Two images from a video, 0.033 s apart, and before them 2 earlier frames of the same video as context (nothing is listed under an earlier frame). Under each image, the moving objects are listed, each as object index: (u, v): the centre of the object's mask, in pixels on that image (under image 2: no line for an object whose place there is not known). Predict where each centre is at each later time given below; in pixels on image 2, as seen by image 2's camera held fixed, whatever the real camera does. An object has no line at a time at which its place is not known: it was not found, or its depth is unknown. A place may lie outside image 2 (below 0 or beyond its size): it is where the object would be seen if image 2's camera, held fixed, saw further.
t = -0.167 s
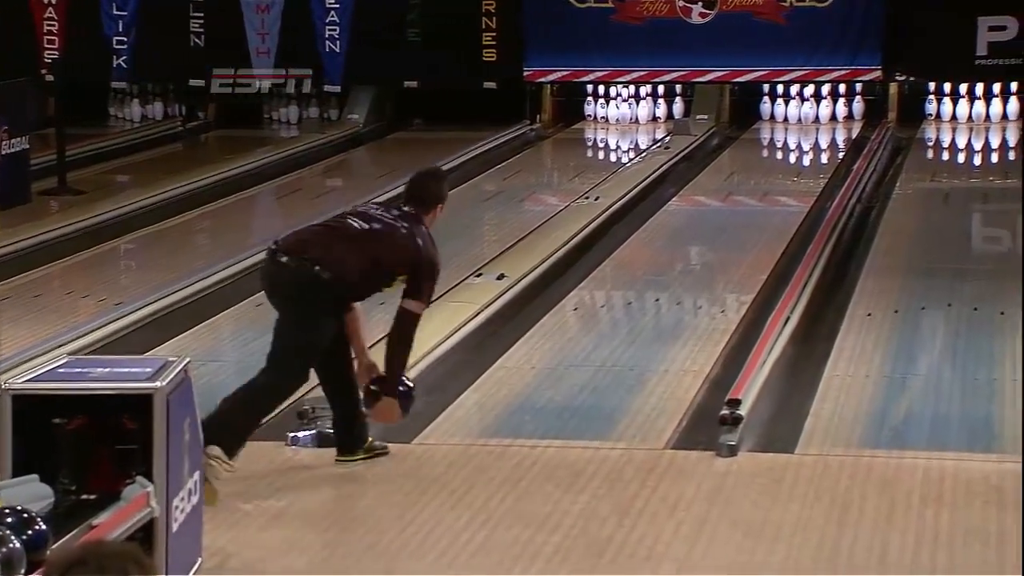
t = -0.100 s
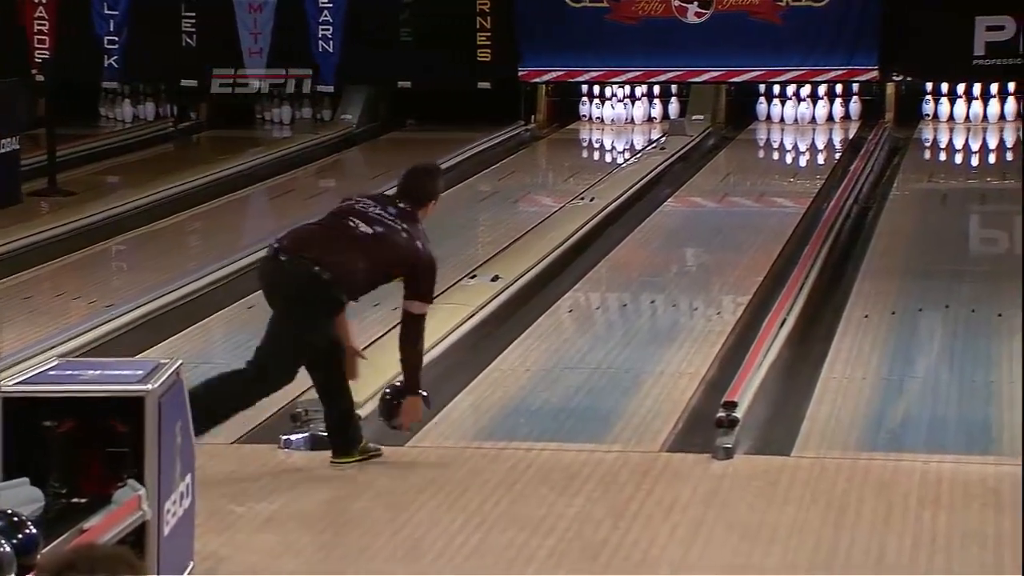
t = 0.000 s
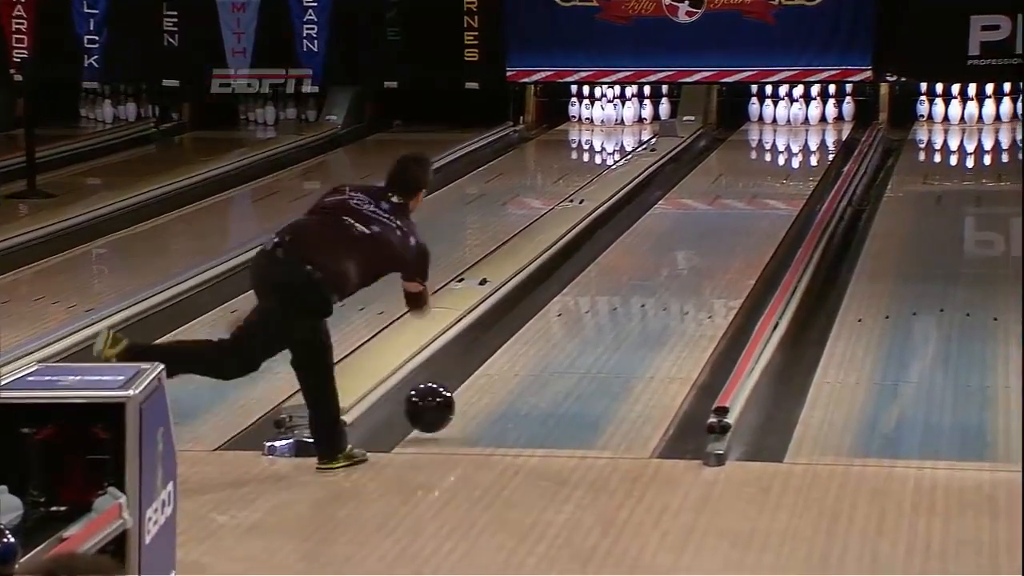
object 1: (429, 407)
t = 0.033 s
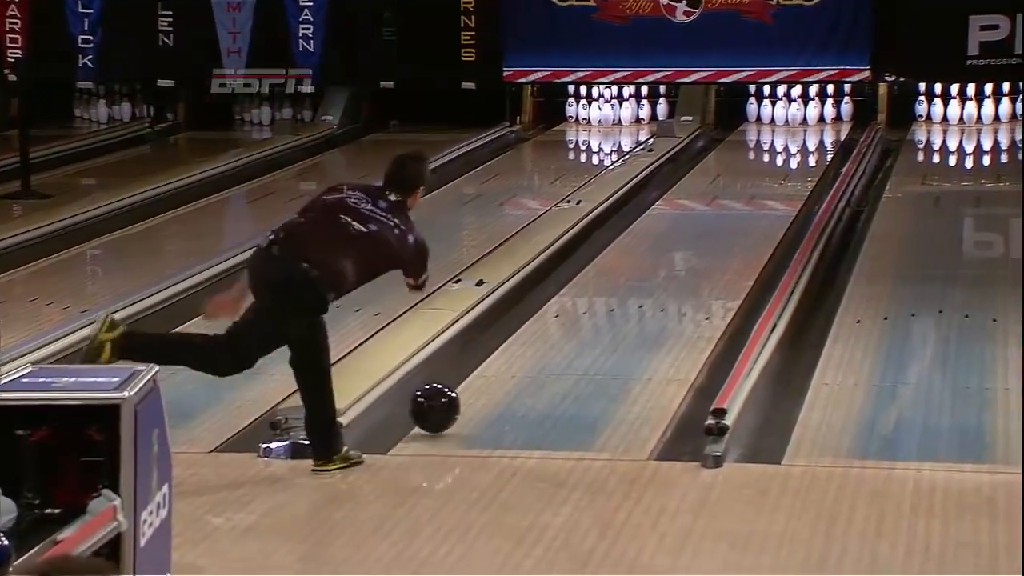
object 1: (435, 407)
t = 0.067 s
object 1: (443, 404)
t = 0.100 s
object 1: (452, 398)
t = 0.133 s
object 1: (460, 393)
